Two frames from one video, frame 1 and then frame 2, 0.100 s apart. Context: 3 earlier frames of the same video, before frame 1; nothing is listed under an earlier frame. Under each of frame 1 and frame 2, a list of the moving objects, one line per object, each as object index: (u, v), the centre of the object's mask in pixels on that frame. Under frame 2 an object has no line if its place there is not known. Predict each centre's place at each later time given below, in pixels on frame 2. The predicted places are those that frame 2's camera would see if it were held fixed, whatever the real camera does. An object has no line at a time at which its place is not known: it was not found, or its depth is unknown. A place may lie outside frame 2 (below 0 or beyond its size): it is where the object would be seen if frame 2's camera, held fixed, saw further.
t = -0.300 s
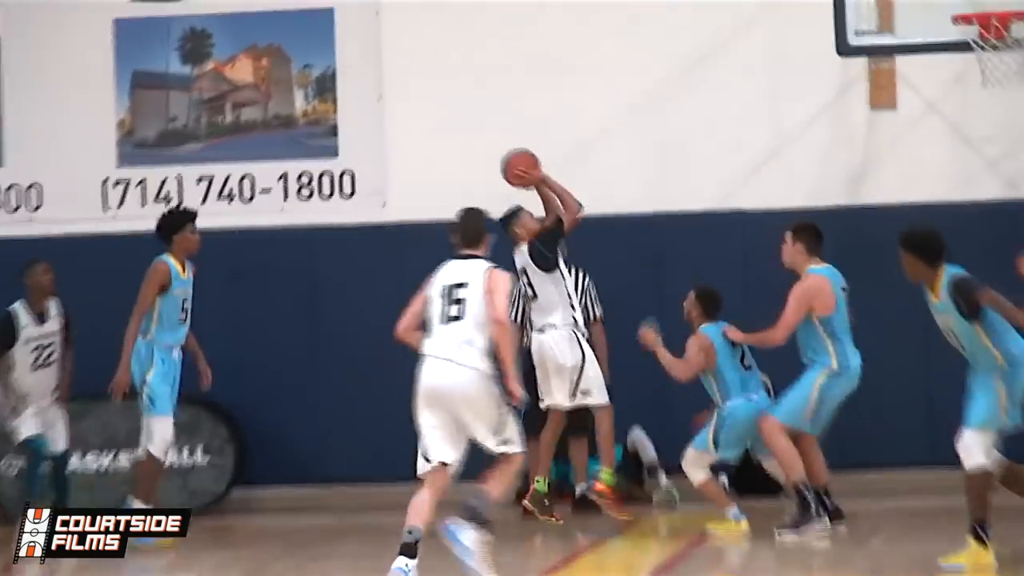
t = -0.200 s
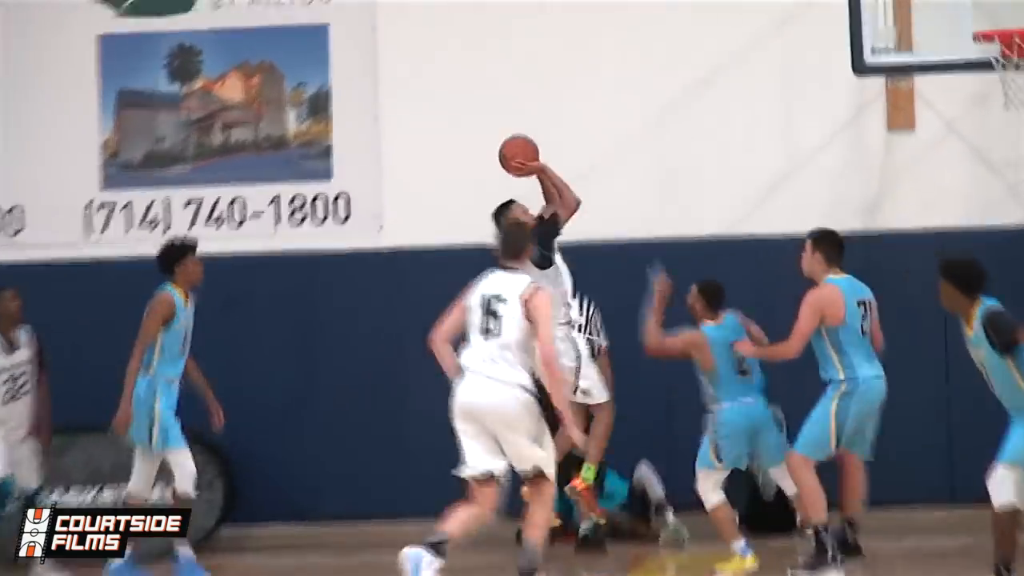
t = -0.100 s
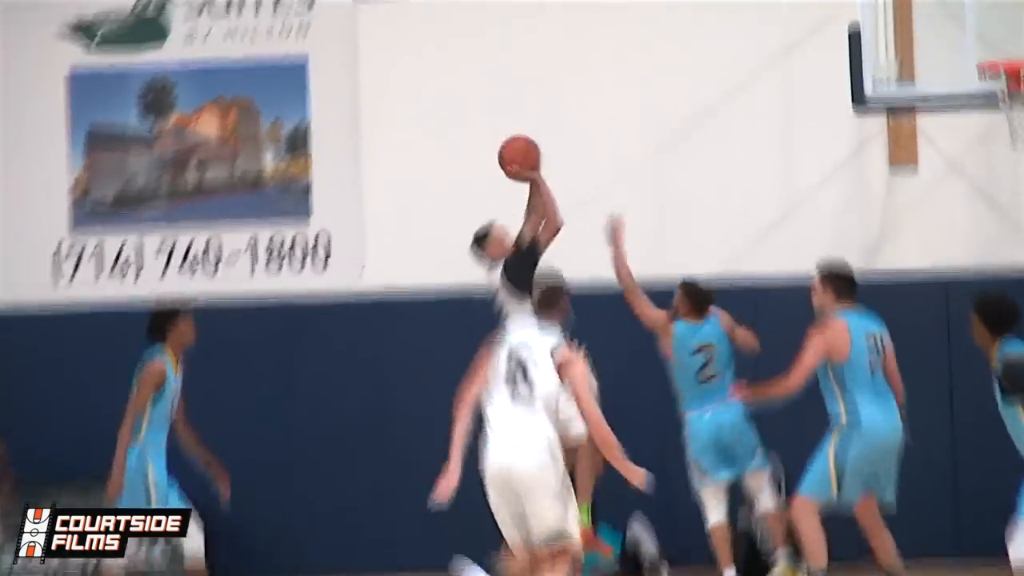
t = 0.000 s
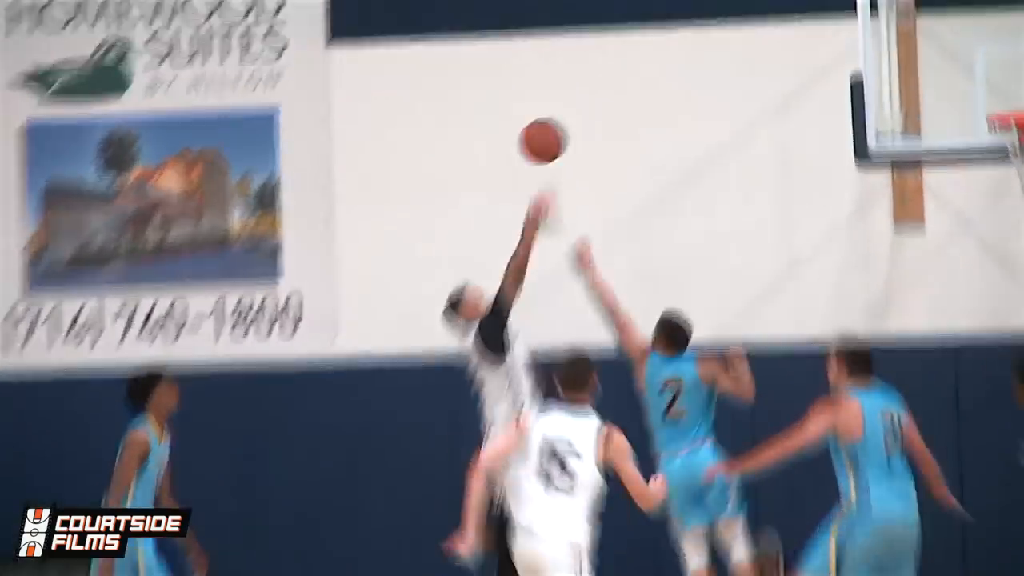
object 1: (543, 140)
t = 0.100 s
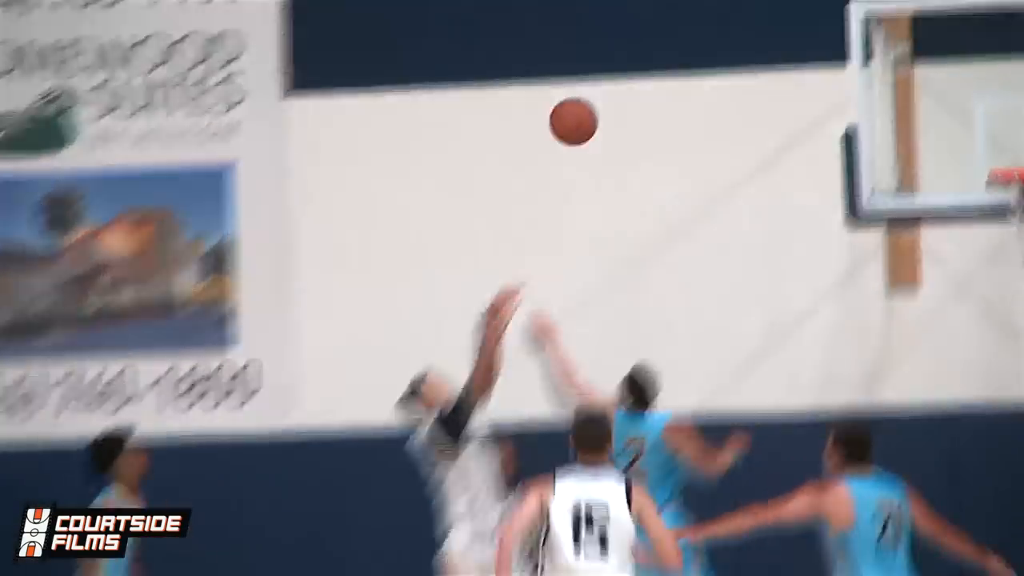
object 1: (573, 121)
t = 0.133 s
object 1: (591, 101)
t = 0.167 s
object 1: (610, 81)
